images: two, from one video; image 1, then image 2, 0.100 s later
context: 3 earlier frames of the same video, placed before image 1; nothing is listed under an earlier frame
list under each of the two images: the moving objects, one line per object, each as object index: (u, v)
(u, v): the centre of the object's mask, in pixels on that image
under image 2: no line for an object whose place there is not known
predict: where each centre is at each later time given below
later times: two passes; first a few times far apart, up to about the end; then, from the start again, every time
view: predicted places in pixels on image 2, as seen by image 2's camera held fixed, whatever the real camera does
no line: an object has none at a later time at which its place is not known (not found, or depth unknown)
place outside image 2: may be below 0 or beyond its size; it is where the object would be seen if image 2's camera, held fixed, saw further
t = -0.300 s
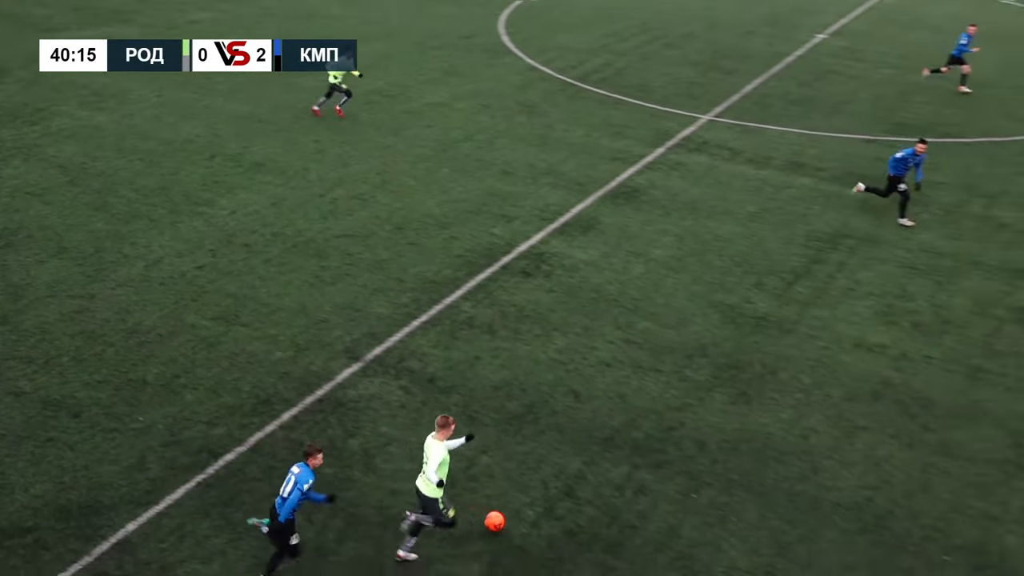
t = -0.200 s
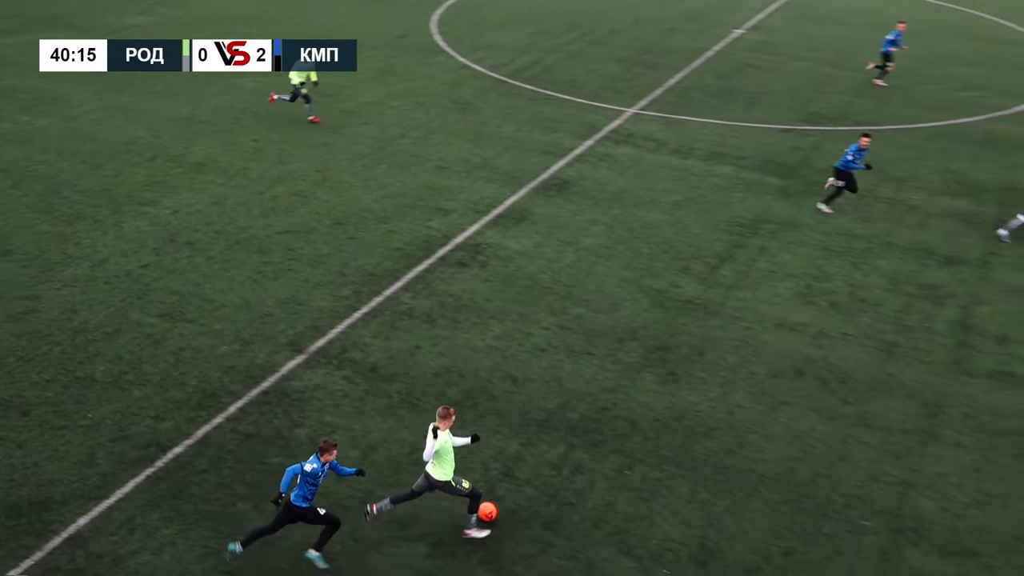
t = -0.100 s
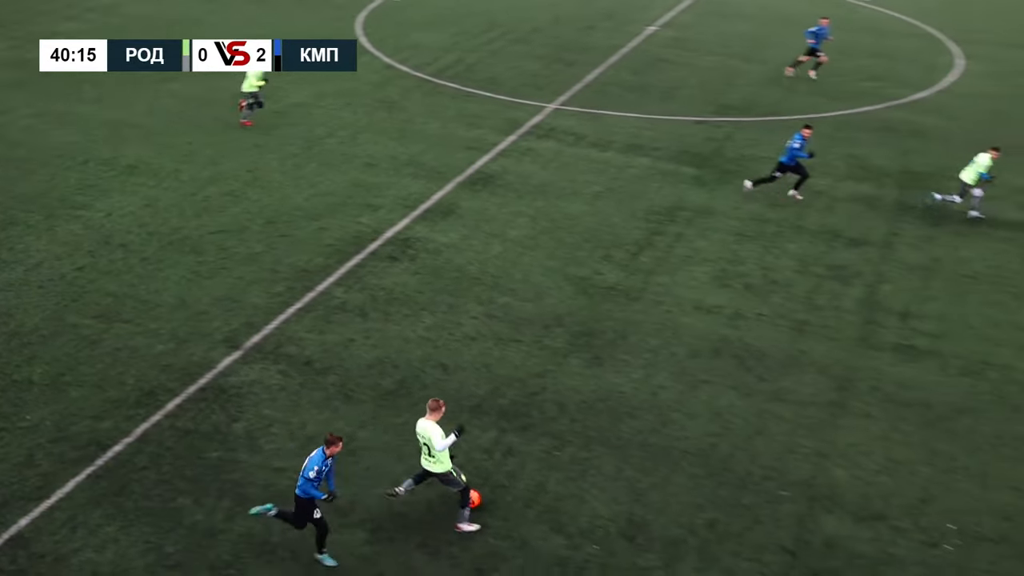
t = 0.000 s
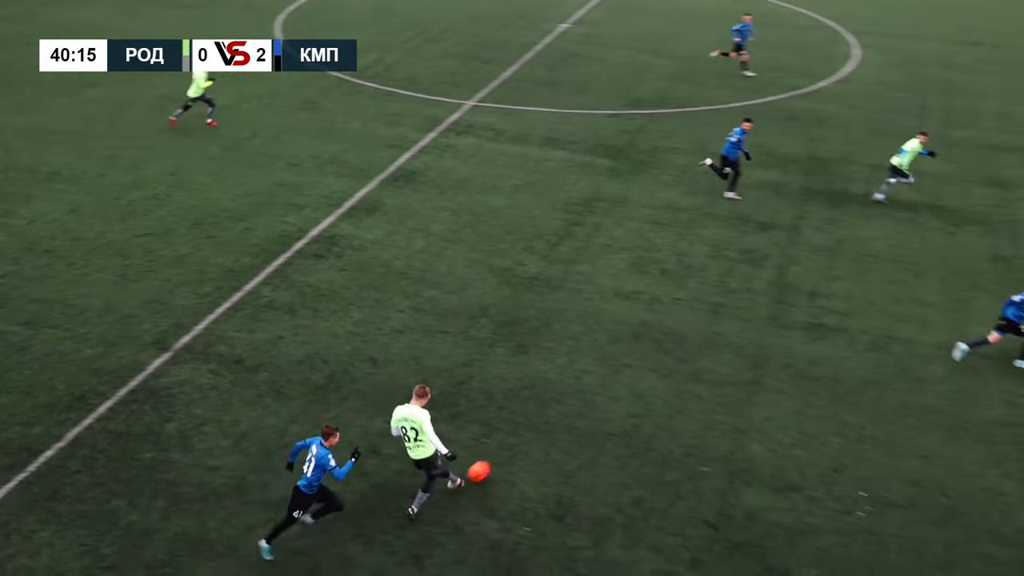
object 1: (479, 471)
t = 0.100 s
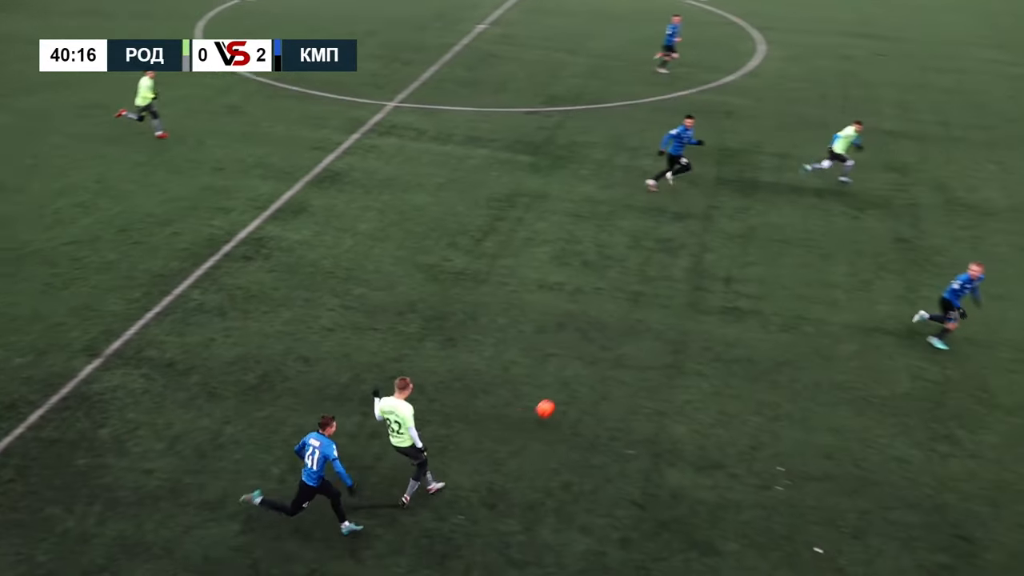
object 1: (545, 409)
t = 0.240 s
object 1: (704, 359)
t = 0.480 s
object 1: (915, 297)
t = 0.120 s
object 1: (570, 400)
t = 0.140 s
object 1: (594, 392)
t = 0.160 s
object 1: (617, 383)
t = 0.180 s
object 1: (639, 377)
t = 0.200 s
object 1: (661, 371)
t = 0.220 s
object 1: (684, 364)
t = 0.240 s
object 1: (704, 359)
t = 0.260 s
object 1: (725, 354)
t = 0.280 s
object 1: (745, 350)
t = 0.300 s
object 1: (764, 346)
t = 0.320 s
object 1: (783, 342)
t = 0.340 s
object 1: (801, 336)
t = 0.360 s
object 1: (818, 329)
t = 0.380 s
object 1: (835, 323)
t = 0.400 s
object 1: (852, 316)
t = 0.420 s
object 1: (868, 310)
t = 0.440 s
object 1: (885, 305)
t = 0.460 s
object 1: (900, 301)
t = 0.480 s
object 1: (915, 297)
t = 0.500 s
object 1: (929, 293)
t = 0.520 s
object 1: (943, 290)
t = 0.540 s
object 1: (958, 287)
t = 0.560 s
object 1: (972, 285)
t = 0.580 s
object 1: (986, 283)
